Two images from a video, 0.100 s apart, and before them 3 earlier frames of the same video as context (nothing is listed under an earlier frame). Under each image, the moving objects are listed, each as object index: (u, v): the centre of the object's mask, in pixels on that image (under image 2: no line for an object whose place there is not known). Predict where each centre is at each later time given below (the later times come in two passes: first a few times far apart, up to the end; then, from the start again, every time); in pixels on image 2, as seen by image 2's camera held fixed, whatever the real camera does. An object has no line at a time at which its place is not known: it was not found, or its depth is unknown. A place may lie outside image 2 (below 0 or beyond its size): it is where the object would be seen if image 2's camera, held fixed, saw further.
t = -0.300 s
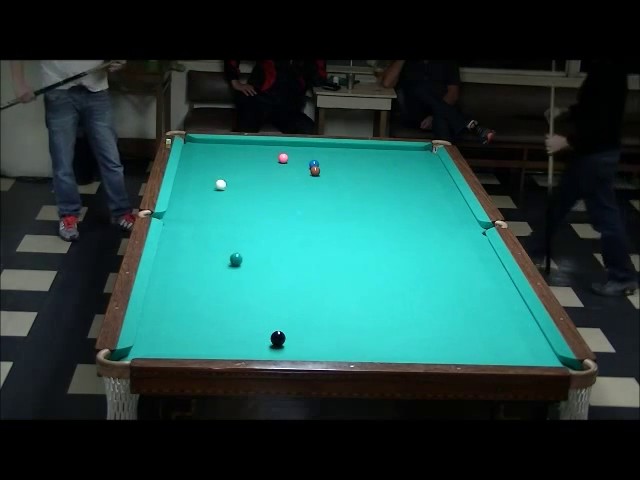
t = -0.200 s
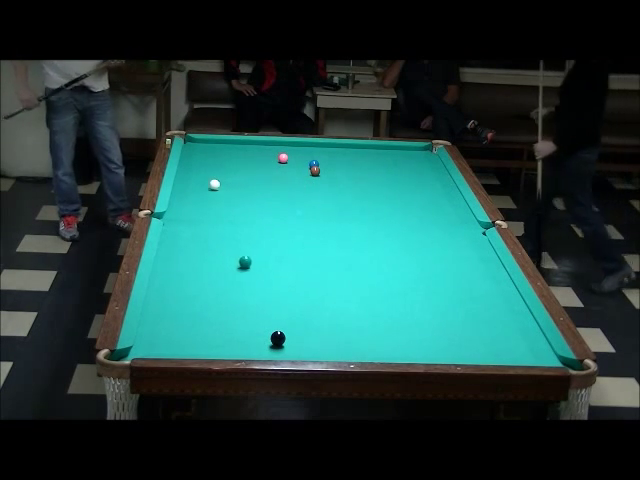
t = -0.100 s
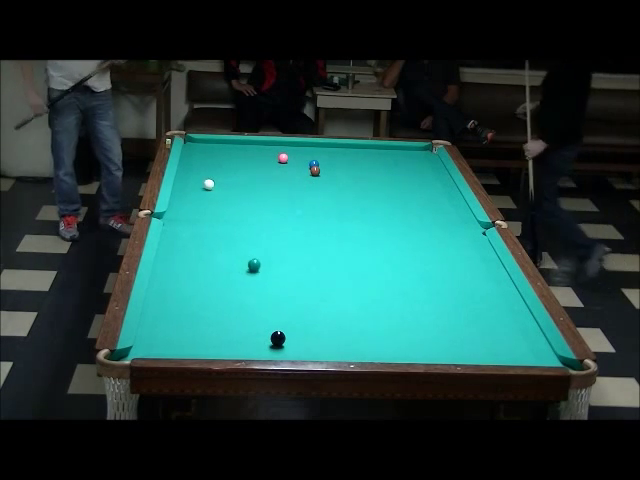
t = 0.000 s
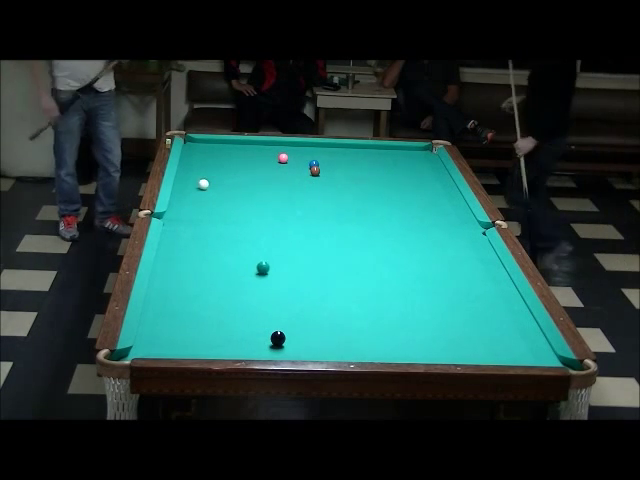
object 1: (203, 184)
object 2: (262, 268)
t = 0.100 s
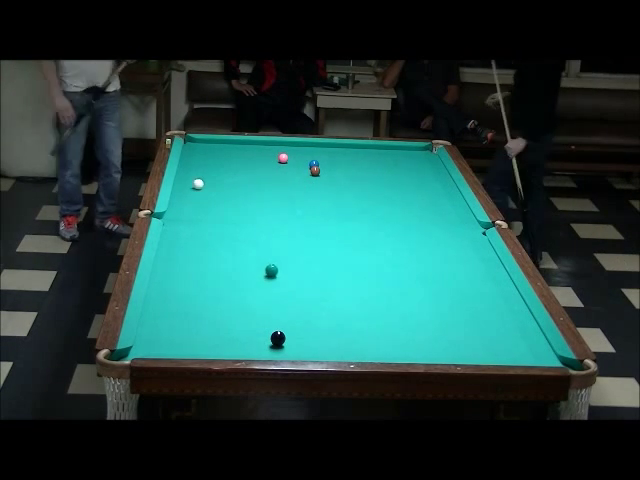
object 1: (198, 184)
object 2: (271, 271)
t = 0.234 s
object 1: (191, 184)
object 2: (282, 274)
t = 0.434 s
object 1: (183, 183)
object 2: (299, 280)
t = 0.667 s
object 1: (181, 183)
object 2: (317, 285)
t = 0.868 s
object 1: (185, 183)
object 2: (332, 290)
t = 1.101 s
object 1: (190, 184)
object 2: (348, 295)
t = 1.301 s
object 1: (192, 184)
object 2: (362, 299)
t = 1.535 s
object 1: (194, 184)
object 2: (376, 303)
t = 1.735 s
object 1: (195, 184)
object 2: (387, 306)
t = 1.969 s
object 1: (196, 184)
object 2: (399, 310)
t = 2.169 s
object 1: (195, 184)
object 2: (408, 313)
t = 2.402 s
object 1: (195, 184)
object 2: (418, 315)
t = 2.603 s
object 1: (195, 184)
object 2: (424, 317)
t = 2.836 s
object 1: (195, 184)
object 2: (431, 319)
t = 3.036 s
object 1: (195, 184)
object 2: (435, 319)
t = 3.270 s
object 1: (195, 184)
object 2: (438, 320)
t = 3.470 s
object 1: (195, 184)
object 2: (440, 321)
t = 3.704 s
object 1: (195, 184)
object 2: (441, 322)
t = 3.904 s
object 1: (195, 184)
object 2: (441, 322)
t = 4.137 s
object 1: (195, 184)
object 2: (441, 322)
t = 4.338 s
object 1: (195, 184)
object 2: (441, 322)
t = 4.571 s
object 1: (195, 184)
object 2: (441, 322)
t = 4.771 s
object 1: (195, 184)
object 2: (441, 322)
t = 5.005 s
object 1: (195, 184)
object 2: (441, 322)
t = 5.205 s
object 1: (195, 184)
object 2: (441, 322)
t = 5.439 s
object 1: (195, 184)
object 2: (441, 322)
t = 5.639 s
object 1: (195, 184)
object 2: (441, 322)
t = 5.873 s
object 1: (195, 184)
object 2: (441, 322)
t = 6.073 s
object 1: (195, 184)
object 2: (441, 322)
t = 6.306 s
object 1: (195, 184)
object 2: (441, 322)
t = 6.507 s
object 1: (195, 184)
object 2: (441, 322)
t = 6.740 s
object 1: (195, 184)
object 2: (441, 322)
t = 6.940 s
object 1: (195, 184)
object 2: (441, 322)
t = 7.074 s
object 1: (195, 184)
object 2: (441, 322)
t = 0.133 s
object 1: (196, 184)
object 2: (274, 272)
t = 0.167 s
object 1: (194, 184)
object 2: (276, 272)
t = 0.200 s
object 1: (193, 183)
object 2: (279, 274)
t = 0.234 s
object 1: (191, 184)
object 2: (282, 274)
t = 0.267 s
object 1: (190, 184)
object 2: (285, 275)
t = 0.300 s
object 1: (188, 183)
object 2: (288, 276)
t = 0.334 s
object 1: (187, 183)
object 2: (290, 277)
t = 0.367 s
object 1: (185, 183)
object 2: (293, 278)
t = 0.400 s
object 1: (184, 183)
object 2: (296, 279)
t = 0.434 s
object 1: (183, 183)
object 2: (299, 280)
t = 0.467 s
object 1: (181, 183)
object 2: (301, 280)
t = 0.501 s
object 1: (180, 183)
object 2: (304, 281)
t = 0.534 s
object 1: (179, 183)
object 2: (307, 282)
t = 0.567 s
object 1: (178, 183)
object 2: (309, 283)
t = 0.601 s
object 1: (179, 183)
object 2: (312, 284)
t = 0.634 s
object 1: (180, 183)
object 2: (314, 284)
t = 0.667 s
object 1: (181, 183)
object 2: (317, 285)
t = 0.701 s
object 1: (182, 183)
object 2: (319, 286)
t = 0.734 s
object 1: (182, 183)
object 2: (322, 287)
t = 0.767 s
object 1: (183, 183)
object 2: (324, 288)
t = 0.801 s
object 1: (184, 183)
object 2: (327, 289)
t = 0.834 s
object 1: (185, 183)
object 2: (329, 289)
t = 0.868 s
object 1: (185, 183)
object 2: (332, 290)
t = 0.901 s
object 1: (186, 183)
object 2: (334, 291)
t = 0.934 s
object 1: (187, 183)
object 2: (337, 291)
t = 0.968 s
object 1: (187, 183)
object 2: (339, 292)
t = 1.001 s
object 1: (188, 183)
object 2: (341, 293)
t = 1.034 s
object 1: (189, 184)
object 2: (344, 294)
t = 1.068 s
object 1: (189, 183)
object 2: (346, 294)
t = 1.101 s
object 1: (190, 184)
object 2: (348, 295)
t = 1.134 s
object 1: (190, 184)
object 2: (350, 295)
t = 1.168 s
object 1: (191, 184)
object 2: (353, 296)
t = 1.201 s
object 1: (191, 184)
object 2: (355, 297)
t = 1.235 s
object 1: (191, 184)
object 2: (357, 298)
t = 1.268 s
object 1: (192, 184)
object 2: (359, 298)
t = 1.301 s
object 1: (192, 184)
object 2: (362, 299)
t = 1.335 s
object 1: (193, 184)
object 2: (364, 299)
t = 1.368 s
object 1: (193, 184)
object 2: (366, 300)
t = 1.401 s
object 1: (193, 184)
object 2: (368, 301)
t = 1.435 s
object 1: (194, 184)
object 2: (370, 301)
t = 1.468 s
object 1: (194, 184)
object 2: (372, 302)
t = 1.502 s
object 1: (194, 184)
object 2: (374, 303)
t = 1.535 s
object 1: (194, 184)
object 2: (376, 303)
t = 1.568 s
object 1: (195, 184)
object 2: (378, 304)
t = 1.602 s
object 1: (195, 184)
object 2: (380, 304)
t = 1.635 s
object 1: (195, 184)
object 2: (382, 305)
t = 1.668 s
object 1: (195, 184)
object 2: (383, 305)
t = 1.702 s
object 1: (195, 184)
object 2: (385, 306)
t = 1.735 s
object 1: (195, 184)
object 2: (387, 306)
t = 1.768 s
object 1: (195, 184)
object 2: (389, 307)
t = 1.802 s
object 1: (195, 184)
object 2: (391, 307)
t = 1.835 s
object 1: (196, 184)
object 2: (392, 308)
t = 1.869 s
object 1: (196, 184)
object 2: (394, 308)
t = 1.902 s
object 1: (196, 184)
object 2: (396, 309)
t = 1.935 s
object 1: (195, 184)
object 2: (398, 310)
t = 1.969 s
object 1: (196, 184)
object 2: (399, 310)
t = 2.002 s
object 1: (196, 184)
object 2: (401, 311)
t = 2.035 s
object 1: (195, 184)
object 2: (402, 311)
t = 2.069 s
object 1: (195, 184)
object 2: (404, 311)
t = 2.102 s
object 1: (195, 184)
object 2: (405, 312)
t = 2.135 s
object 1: (195, 184)
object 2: (407, 312)
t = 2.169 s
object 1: (195, 184)
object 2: (408, 313)
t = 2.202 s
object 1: (195, 184)
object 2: (410, 313)
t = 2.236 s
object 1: (195, 184)
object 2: (411, 313)
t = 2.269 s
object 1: (195, 184)
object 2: (413, 314)
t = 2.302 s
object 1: (195, 184)
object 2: (414, 314)
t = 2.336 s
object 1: (195, 184)
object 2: (415, 314)
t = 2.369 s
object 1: (195, 184)
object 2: (416, 315)
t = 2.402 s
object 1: (195, 184)
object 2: (418, 315)
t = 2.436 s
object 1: (195, 184)
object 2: (419, 315)
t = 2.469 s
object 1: (195, 184)
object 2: (420, 315)
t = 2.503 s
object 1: (195, 184)
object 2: (421, 316)
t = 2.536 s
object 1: (195, 184)
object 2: (423, 316)
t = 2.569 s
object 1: (195, 184)
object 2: (423, 317)
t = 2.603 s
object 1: (195, 184)
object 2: (424, 317)
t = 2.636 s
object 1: (195, 184)
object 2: (425, 317)
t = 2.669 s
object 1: (195, 184)
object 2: (427, 318)
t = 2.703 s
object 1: (195, 184)
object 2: (427, 318)
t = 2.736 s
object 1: (195, 184)
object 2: (428, 318)
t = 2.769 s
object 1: (195, 184)
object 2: (429, 318)
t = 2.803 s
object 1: (195, 184)
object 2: (430, 319)
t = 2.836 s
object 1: (195, 184)
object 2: (431, 319)
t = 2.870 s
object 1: (195, 184)
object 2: (432, 319)
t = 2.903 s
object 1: (195, 184)
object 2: (433, 319)
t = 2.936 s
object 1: (195, 184)
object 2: (433, 319)
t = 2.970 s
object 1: (195, 184)
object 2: (434, 319)
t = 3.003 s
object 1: (195, 184)
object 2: (435, 319)
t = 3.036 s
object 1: (195, 184)
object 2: (435, 319)
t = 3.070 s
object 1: (195, 184)
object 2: (436, 320)
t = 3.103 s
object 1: (195, 184)
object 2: (436, 320)
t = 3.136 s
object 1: (195, 184)
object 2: (437, 320)
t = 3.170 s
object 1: (195, 184)
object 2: (437, 320)
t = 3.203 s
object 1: (195, 184)
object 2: (438, 320)
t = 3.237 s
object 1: (195, 184)
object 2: (438, 320)
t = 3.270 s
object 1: (195, 184)
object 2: (438, 320)
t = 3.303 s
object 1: (195, 184)
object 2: (439, 321)
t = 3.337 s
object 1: (195, 184)
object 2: (439, 321)
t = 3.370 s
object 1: (195, 184)
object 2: (439, 321)
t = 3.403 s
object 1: (195, 184)
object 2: (440, 321)
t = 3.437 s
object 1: (195, 184)
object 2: (440, 321)
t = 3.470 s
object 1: (195, 184)
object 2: (440, 321)
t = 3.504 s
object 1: (195, 184)
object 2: (440, 321)
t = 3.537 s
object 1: (195, 184)
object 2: (440, 321)
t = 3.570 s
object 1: (195, 184)
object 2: (441, 321)
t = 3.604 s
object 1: (195, 184)
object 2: (441, 322)
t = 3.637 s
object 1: (195, 184)
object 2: (441, 322)
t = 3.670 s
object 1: (195, 184)
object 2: (441, 322)
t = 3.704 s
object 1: (195, 184)
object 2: (441, 322)
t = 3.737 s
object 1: (195, 184)
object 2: (441, 322)
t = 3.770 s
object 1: (195, 184)
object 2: (441, 322)
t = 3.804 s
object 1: (195, 184)
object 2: (441, 322)
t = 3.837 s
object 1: (195, 184)
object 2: (441, 322)
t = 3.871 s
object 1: (195, 184)
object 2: (441, 322)
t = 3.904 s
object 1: (195, 184)
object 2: (441, 322)
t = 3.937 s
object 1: (195, 184)
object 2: (441, 322)
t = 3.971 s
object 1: (195, 184)
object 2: (441, 322)
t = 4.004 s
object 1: (195, 184)
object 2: (441, 322)
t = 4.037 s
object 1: (195, 184)
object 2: (441, 322)
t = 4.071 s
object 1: (195, 184)
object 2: (441, 322)
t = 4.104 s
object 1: (195, 184)
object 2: (441, 322)
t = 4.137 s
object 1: (195, 184)
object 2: (441, 322)
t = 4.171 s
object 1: (195, 184)
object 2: (441, 322)
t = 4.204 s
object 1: (195, 184)
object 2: (441, 322)
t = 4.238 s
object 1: (195, 184)
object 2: (441, 322)
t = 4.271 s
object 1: (195, 184)
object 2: (441, 322)
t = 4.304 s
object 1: (195, 184)
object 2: (441, 322)
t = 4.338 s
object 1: (195, 184)
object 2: (441, 322)
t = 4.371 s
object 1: (195, 184)
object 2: (441, 322)
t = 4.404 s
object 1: (195, 184)
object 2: (441, 322)
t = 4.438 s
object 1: (195, 184)
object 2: (441, 322)
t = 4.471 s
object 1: (195, 184)
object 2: (441, 322)
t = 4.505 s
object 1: (195, 184)
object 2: (441, 322)
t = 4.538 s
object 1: (195, 184)
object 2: (441, 322)
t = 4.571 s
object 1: (195, 184)
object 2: (441, 322)
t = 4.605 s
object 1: (195, 184)
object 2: (441, 322)
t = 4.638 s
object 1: (195, 184)
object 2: (441, 322)
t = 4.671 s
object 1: (195, 184)
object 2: (441, 322)
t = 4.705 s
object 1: (195, 184)
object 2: (441, 322)
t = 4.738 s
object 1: (195, 184)
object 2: (441, 322)
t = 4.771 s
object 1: (195, 184)
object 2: (441, 322)
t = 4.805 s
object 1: (195, 184)
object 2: (441, 322)
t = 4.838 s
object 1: (195, 184)
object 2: (441, 322)
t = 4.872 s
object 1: (195, 184)
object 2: (441, 322)
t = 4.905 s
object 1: (195, 184)
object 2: (441, 322)
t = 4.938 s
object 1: (195, 184)
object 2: (441, 322)
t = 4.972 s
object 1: (195, 184)
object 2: (441, 322)
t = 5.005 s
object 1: (195, 184)
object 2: (441, 322)
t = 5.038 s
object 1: (195, 184)
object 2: (441, 322)
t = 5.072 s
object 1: (195, 184)
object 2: (441, 322)
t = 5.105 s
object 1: (195, 184)
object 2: (441, 322)
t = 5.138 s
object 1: (195, 184)
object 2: (441, 322)
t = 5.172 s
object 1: (195, 184)
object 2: (441, 322)
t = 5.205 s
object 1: (195, 184)
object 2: (441, 322)
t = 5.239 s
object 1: (195, 184)
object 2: (441, 322)
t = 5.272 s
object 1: (195, 184)
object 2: (441, 322)
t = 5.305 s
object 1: (195, 184)
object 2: (441, 322)
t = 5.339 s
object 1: (195, 184)
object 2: (441, 322)
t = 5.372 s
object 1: (195, 184)
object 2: (441, 322)
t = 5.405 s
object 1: (195, 184)
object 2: (441, 322)
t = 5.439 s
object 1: (195, 184)
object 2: (441, 322)
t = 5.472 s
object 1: (195, 184)
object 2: (441, 322)
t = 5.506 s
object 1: (195, 184)
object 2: (441, 322)
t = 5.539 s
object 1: (195, 184)
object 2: (441, 322)
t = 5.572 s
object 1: (195, 184)
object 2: (441, 322)
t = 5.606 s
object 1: (195, 184)
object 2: (441, 322)
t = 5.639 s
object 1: (195, 184)
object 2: (441, 322)
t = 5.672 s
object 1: (195, 184)
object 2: (441, 322)
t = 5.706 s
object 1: (195, 184)
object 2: (441, 322)
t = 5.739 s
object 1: (195, 184)
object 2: (441, 322)
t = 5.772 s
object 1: (195, 184)
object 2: (441, 322)
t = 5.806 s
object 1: (195, 184)
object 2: (441, 322)
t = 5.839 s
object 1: (195, 184)
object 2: (441, 322)
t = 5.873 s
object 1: (195, 184)
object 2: (441, 322)
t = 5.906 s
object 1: (195, 184)
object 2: (441, 322)
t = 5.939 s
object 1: (195, 184)
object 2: (441, 322)
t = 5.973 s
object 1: (195, 184)
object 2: (441, 322)
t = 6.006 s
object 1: (195, 184)
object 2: (441, 322)
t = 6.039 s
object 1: (195, 184)
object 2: (441, 322)
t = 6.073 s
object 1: (195, 184)
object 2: (441, 322)
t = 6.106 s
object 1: (195, 184)
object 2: (441, 322)
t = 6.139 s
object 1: (195, 184)
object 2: (441, 322)
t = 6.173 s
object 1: (195, 184)
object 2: (441, 322)
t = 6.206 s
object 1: (195, 184)
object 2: (441, 322)
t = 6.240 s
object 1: (195, 184)
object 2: (441, 322)
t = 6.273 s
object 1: (195, 184)
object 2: (441, 322)
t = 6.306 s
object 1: (195, 184)
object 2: (441, 322)
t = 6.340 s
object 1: (195, 184)
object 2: (441, 322)
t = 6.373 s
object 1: (195, 184)
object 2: (441, 322)
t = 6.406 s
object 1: (195, 184)
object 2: (441, 322)
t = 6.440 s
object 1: (195, 184)
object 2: (441, 322)
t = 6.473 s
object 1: (195, 184)
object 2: (441, 322)
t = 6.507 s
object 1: (195, 184)
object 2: (441, 322)
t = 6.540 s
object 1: (195, 184)
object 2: (441, 322)
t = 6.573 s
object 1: (195, 184)
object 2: (441, 322)
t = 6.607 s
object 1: (195, 184)
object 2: (441, 322)
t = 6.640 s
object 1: (195, 184)
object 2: (441, 322)
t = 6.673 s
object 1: (195, 184)
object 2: (441, 322)
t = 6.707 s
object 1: (195, 184)
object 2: (441, 322)
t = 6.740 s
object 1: (195, 184)
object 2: (441, 322)
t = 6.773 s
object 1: (195, 184)
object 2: (441, 322)
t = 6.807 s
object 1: (195, 184)
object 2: (441, 322)
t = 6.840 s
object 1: (195, 184)
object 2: (441, 322)
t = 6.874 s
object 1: (195, 184)
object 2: (441, 322)
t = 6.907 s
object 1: (195, 184)
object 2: (441, 322)
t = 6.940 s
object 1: (195, 184)
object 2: (441, 322)
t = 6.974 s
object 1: (195, 184)
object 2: (441, 322)
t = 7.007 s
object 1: (195, 184)
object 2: (441, 322)
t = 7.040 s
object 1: (195, 184)
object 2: (441, 322)
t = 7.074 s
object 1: (195, 184)
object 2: (441, 322)
